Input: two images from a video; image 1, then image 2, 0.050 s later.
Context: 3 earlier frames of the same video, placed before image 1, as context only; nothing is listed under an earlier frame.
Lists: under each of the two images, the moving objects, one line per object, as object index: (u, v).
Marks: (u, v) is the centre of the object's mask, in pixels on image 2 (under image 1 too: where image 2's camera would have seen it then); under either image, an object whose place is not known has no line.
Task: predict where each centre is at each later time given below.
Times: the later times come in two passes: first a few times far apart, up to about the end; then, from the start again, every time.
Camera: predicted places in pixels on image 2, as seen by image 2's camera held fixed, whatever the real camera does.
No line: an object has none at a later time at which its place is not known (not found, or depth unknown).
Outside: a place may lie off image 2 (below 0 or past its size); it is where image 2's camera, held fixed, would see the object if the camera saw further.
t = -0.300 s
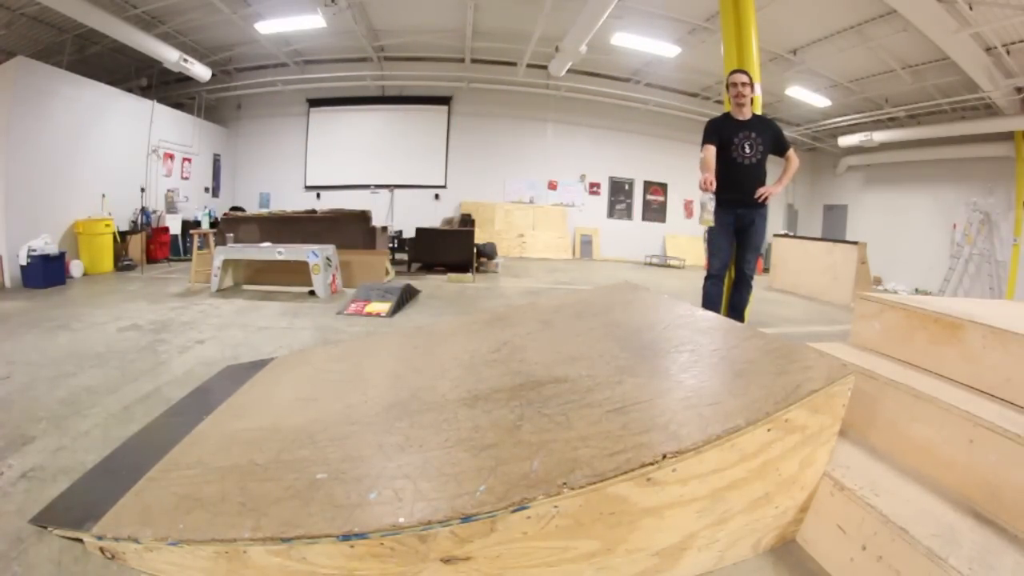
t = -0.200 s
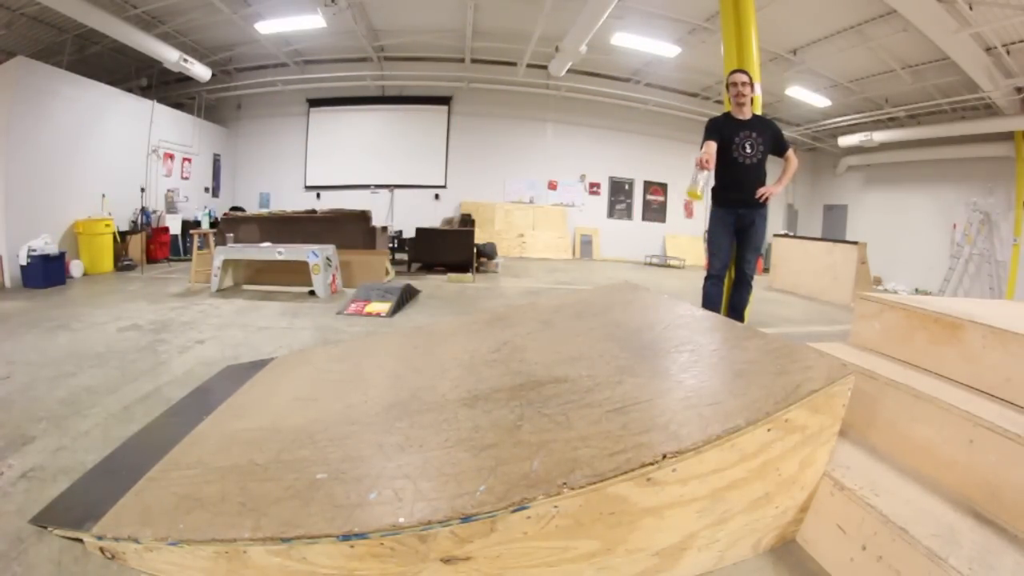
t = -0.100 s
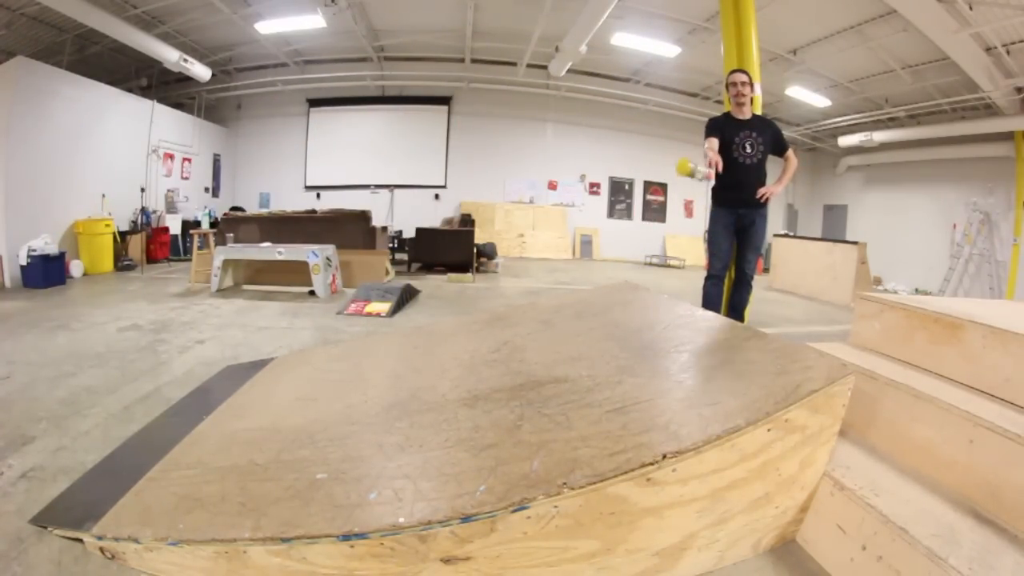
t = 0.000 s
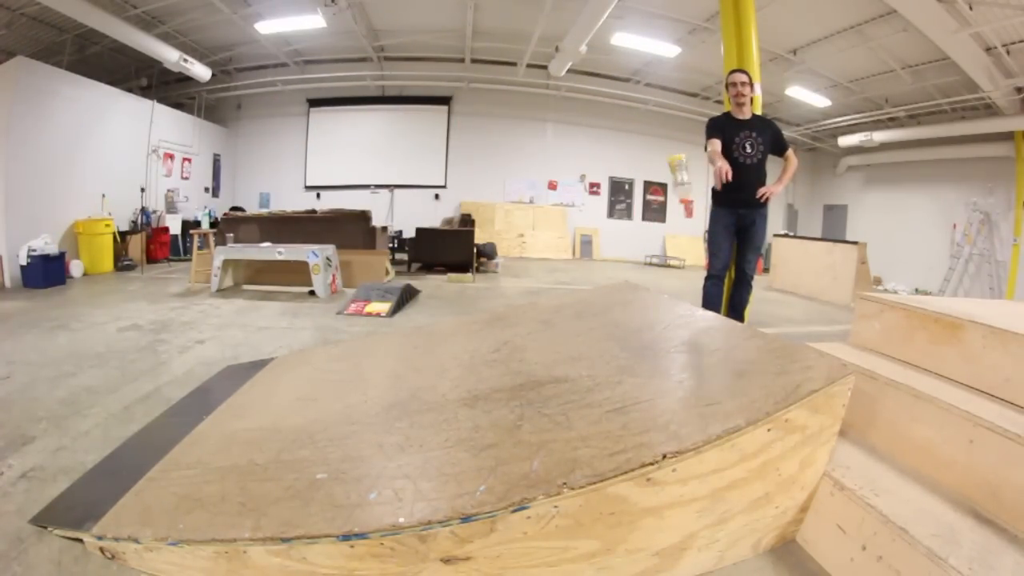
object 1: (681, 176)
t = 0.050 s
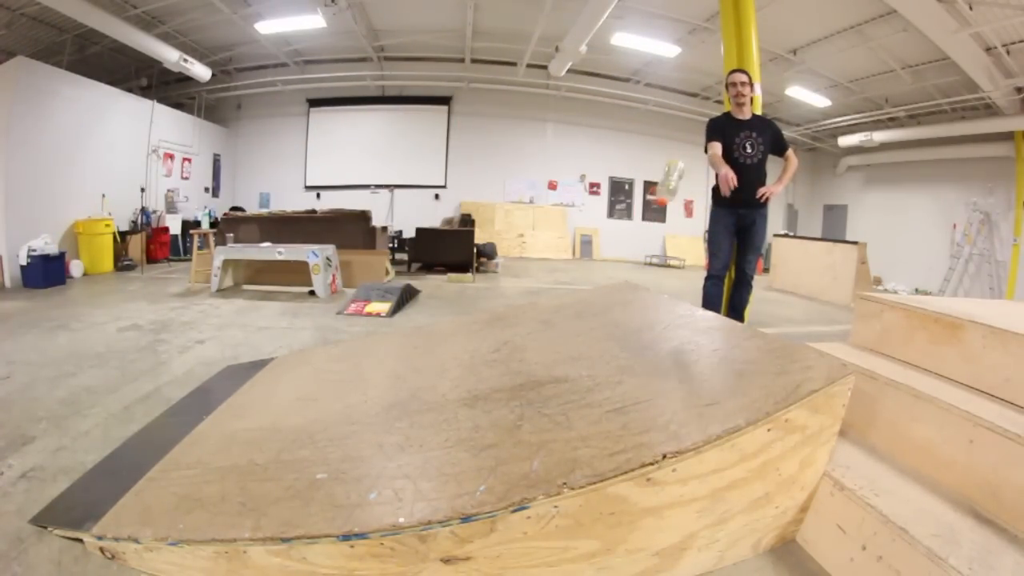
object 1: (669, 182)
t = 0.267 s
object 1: (629, 280)
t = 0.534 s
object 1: (546, 317)
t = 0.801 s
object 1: (424, 357)
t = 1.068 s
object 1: (300, 390)
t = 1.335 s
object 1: (213, 409)
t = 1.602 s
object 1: (158, 419)
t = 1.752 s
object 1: (137, 422)
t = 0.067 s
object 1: (667, 184)
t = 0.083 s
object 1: (663, 189)
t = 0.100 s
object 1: (660, 192)
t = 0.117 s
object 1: (656, 197)
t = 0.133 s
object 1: (653, 202)
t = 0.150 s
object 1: (651, 209)
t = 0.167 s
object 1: (647, 217)
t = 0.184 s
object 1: (645, 226)
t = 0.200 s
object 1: (641, 237)
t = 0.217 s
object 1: (637, 248)
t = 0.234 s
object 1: (634, 261)
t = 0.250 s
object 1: (631, 274)
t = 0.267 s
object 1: (629, 280)
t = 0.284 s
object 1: (625, 282)
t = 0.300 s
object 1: (623, 283)
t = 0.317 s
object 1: (619, 286)
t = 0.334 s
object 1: (615, 289)
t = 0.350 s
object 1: (610, 291)
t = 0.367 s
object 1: (605, 293)
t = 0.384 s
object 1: (600, 295)
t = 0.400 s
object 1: (594, 297)
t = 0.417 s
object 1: (589, 299)
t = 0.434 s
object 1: (584, 301)
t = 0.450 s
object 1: (578, 304)
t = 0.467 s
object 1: (572, 307)
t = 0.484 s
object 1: (566, 309)
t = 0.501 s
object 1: (560, 311)
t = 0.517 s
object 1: (553, 314)
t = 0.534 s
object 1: (546, 317)
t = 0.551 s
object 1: (540, 319)
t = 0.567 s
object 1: (534, 321)
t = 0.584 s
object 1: (526, 324)
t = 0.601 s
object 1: (519, 327)
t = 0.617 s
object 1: (512, 329)
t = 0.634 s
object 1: (504, 332)
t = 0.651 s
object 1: (497, 334)
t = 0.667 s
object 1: (488, 336)
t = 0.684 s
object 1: (481, 340)
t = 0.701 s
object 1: (473, 342)
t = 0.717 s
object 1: (464, 344)
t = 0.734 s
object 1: (456, 347)
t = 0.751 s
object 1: (448, 350)
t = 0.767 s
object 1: (440, 353)
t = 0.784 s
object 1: (432, 355)
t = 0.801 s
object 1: (424, 357)
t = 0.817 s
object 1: (415, 359)
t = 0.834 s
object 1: (407, 362)
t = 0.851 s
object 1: (399, 365)
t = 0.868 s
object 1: (390, 366)
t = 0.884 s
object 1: (382, 368)
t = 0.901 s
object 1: (374, 371)
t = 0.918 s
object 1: (366, 372)
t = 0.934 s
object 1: (358, 375)
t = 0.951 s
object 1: (350, 377)
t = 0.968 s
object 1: (343, 378)
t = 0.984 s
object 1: (336, 381)
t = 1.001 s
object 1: (328, 383)
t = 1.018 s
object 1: (321, 384)
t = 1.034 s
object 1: (314, 387)
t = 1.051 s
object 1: (307, 388)
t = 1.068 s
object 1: (300, 390)
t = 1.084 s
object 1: (294, 391)
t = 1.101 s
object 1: (287, 394)
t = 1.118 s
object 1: (280, 395)
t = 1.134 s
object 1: (274, 396)
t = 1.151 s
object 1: (268, 398)
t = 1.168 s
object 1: (262, 398)
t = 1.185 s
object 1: (256, 400)
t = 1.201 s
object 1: (251, 401)
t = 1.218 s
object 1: (245, 402)
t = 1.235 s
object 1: (240, 404)
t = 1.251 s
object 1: (235, 404)
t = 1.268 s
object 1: (230, 405)
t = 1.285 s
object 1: (225, 406)
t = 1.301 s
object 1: (221, 408)
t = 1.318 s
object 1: (217, 409)
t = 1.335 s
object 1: (213, 409)
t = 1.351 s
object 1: (208, 410)
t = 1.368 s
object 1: (204, 410)
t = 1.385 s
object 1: (200, 411)
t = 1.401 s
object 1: (196, 412)
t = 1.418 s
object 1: (192, 413)
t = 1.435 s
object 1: (189, 414)
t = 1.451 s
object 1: (185, 414)
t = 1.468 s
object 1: (182, 415)
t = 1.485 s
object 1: (179, 416)
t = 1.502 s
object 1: (176, 417)
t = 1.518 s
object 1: (173, 417)
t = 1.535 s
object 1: (170, 418)
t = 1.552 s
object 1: (167, 418)
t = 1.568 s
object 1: (163, 418)
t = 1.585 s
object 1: (161, 419)
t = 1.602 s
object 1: (158, 419)
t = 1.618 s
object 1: (156, 420)
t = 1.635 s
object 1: (153, 421)
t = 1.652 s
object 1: (151, 421)
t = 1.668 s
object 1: (148, 422)
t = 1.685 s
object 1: (146, 422)
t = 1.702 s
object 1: (144, 422)
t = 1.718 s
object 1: (142, 422)
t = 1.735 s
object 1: (140, 422)
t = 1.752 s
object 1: (137, 422)
